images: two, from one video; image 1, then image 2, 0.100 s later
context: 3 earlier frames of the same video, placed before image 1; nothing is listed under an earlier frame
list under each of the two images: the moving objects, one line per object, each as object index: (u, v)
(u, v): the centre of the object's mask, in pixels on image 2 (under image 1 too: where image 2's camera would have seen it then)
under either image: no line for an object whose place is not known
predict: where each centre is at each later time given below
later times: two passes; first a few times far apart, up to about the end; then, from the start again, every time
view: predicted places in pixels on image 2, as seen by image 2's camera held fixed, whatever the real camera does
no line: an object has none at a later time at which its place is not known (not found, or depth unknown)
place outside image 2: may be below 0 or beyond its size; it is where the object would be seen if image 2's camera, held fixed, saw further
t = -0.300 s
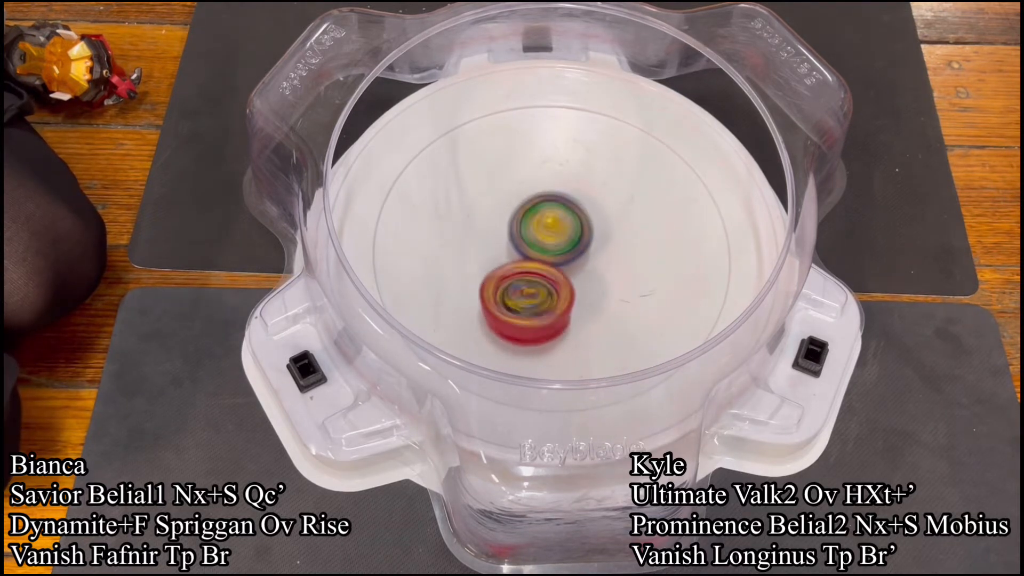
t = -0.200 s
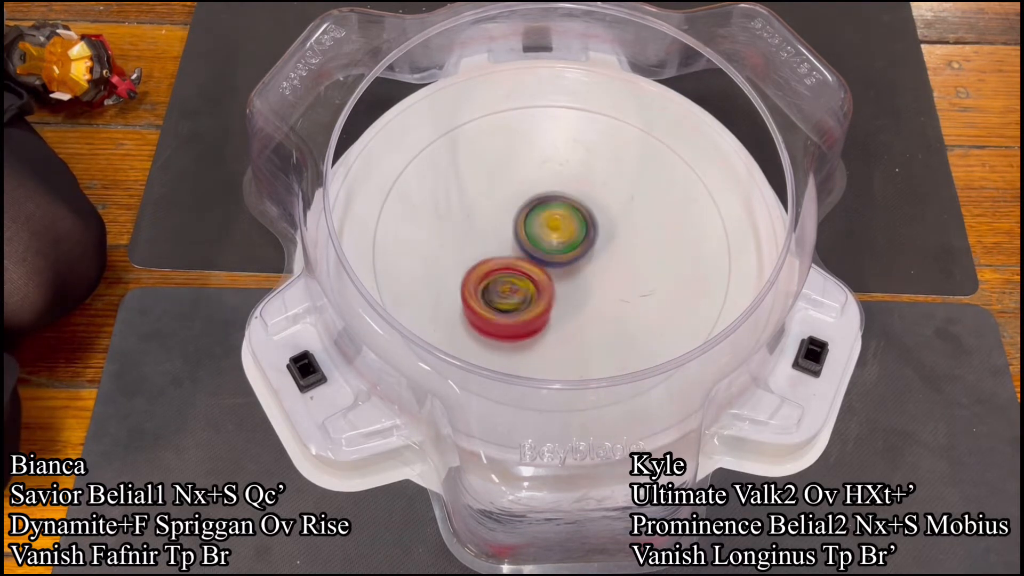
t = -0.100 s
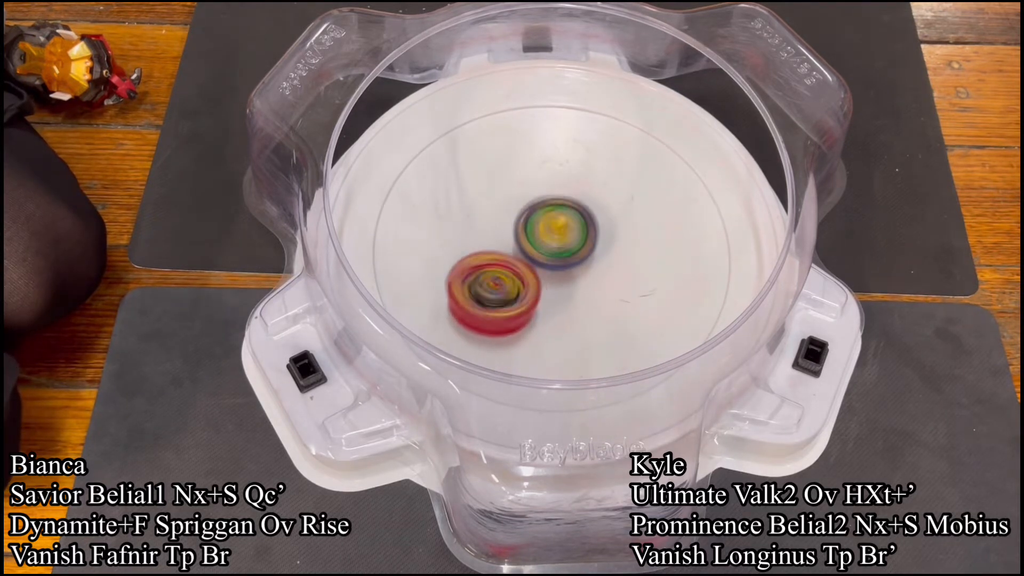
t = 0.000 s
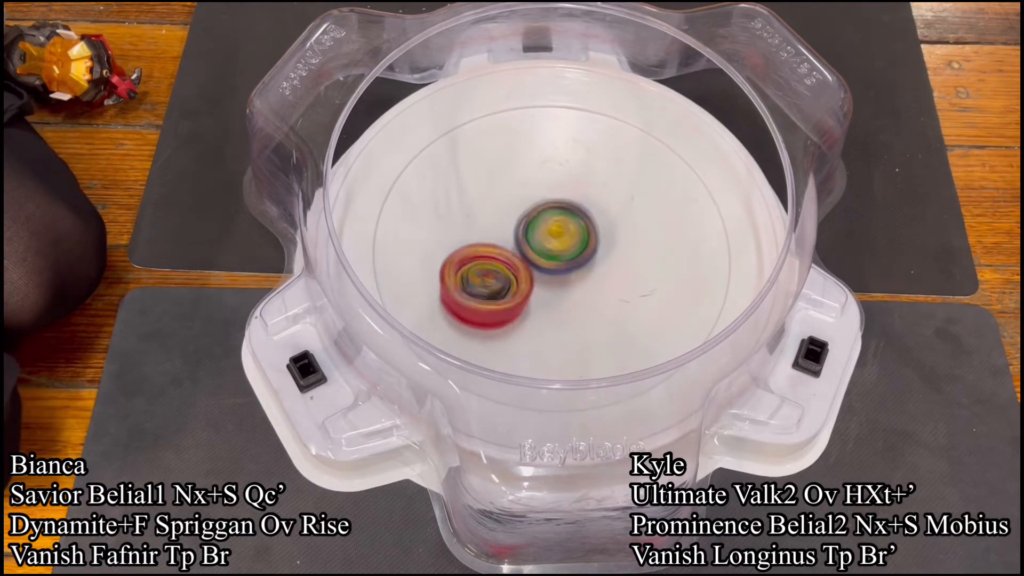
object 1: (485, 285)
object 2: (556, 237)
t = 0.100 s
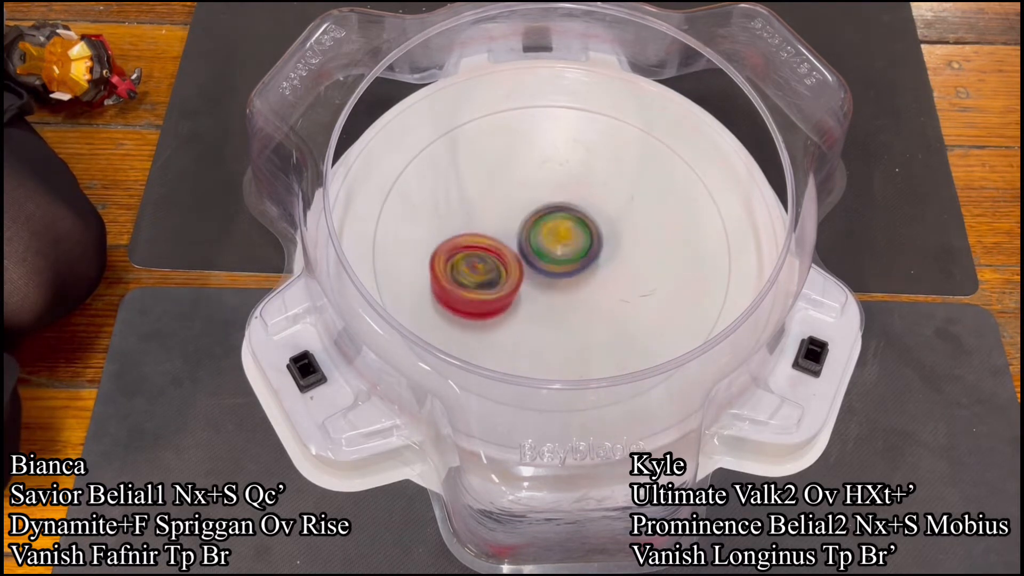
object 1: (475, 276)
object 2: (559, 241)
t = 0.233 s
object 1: (459, 263)
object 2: (568, 247)
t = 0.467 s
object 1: (465, 243)
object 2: (567, 260)
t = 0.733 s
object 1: (470, 204)
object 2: (561, 267)
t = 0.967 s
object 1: (492, 187)
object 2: (554, 262)
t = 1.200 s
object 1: (528, 168)
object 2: (555, 257)
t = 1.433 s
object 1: (553, 168)
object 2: (558, 252)
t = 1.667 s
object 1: (582, 171)
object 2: (554, 262)
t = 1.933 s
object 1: (609, 179)
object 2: (533, 267)
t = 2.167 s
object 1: (613, 215)
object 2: (529, 252)
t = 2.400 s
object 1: (642, 249)
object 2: (532, 239)
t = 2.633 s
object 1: (635, 267)
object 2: (549, 237)
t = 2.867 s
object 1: (621, 287)
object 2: (545, 232)
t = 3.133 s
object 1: (589, 307)
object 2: (540, 223)
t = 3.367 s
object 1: (558, 308)
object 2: (543, 225)
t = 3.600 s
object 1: (523, 300)
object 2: (547, 223)
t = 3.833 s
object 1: (495, 281)
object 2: (557, 228)
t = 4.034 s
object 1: (480, 263)
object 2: (565, 235)
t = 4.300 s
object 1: (470, 238)
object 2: (577, 246)
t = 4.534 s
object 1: (483, 221)
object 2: (572, 256)
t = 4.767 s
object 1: (494, 203)
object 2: (579, 267)
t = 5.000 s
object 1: (517, 189)
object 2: (577, 274)
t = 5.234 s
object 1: (541, 183)
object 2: (568, 280)
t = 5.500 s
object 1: (566, 187)
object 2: (556, 274)
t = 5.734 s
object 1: (585, 187)
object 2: (544, 276)
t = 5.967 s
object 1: (594, 201)
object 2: (535, 264)
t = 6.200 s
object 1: (604, 215)
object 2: (523, 254)
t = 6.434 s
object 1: (611, 233)
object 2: (516, 245)
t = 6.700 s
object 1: (608, 252)
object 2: (514, 235)
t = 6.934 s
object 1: (599, 269)
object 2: (520, 229)
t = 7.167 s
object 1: (589, 283)
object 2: (527, 221)
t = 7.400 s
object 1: (570, 290)
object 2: (536, 213)
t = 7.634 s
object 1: (550, 290)
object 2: (548, 211)
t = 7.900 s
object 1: (527, 285)
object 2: (562, 213)
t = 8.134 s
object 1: (513, 275)
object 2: (571, 218)
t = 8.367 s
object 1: (502, 263)
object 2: (581, 225)
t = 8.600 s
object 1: (498, 252)
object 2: (584, 234)
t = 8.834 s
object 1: (497, 240)
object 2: (588, 245)
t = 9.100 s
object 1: (504, 228)
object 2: (591, 256)
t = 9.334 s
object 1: (510, 218)
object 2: (588, 266)
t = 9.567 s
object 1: (518, 210)
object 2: (582, 271)
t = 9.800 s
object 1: (521, 199)
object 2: (579, 281)
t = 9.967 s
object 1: (530, 202)
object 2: (568, 276)
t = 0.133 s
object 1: (469, 273)
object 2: (562, 242)
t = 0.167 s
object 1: (465, 270)
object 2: (565, 243)
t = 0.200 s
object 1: (461, 266)
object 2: (567, 245)
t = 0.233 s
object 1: (459, 263)
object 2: (568, 247)
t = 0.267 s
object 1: (458, 261)
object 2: (569, 249)
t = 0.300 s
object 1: (457, 258)
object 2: (570, 252)
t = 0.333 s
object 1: (458, 255)
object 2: (570, 254)
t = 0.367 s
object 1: (459, 252)
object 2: (570, 256)
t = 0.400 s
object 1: (461, 249)
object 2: (569, 258)
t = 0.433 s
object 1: (463, 246)
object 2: (569, 259)
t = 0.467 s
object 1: (465, 243)
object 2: (567, 260)
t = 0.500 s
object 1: (467, 239)
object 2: (565, 261)
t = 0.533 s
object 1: (469, 235)
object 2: (563, 262)
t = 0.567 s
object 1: (472, 232)
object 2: (560, 262)
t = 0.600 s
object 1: (474, 227)
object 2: (559, 262)
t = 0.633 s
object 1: (470, 220)
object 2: (562, 264)
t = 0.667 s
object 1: (469, 214)
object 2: (563, 266)
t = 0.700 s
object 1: (469, 208)
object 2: (562, 266)
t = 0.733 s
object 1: (470, 204)
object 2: (561, 267)
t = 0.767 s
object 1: (471, 200)
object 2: (560, 267)
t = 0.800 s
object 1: (474, 197)
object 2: (559, 267)
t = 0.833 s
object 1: (476, 194)
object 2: (558, 266)
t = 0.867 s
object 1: (479, 191)
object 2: (557, 266)
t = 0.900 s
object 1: (483, 189)
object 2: (556, 265)
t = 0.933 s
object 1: (487, 187)
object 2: (555, 263)
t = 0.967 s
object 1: (492, 187)
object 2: (554, 262)
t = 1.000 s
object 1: (498, 186)
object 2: (553, 260)
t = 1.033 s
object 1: (503, 186)
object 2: (552, 259)
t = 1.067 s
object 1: (509, 184)
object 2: (552, 257)
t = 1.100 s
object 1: (514, 180)
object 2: (554, 259)
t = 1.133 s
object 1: (518, 175)
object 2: (554, 259)
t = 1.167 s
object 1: (522, 171)
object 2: (555, 258)
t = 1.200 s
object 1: (528, 168)
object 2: (555, 257)
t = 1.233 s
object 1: (531, 167)
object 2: (556, 256)
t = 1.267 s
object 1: (535, 166)
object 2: (556, 255)
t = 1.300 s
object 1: (539, 165)
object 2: (556, 254)
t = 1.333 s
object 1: (542, 164)
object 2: (557, 253)
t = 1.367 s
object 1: (546, 165)
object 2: (557, 252)
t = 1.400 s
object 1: (549, 167)
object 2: (557, 251)
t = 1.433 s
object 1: (553, 168)
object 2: (558, 252)
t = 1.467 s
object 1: (557, 167)
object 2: (558, 254)
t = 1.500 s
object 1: (561, 167)
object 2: (558, 255)
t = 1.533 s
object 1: (565, 169)
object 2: (558, 255)
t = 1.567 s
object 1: (568, 170)
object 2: (557, 255)
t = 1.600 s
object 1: (572, 173)
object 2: (557, 255)
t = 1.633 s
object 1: (576, 174)
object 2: (557, 257)
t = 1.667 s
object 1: (582, 171)
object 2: (554, 262)
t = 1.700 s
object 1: (587, 169)
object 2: (551, 264)
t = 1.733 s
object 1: (592, 168)
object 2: (549, 266)
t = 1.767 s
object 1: (596, 168)
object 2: (546, 267)
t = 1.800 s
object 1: (600, 169)
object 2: (543, 268)
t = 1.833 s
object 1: (603, 170)
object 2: (541, 268)
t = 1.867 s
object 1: (606, 173)
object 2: (538, 268)
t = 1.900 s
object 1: (608, 176)
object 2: (535, 268)
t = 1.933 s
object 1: (609, 179)
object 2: (533, 267)
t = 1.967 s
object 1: (609, 184)
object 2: (531, 265)
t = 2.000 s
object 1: (610, 189)
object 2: (530, 264)
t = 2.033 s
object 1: (610, 193)
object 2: (528, 261)
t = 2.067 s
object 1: (611, 198)
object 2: (527, 259)
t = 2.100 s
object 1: (612, 204)
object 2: (527, 256)
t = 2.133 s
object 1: (612, 209)
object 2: (528, 254)
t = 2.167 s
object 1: (613, 215)
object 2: (529, 252)
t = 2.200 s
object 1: (616, 221)
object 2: (529, 250)
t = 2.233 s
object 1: (618, 227)
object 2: (530, 248)
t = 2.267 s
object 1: (625, 233)
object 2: (529, 246)
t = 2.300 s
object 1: (630, 237)
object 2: (529, 244)
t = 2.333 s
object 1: (635, 242)
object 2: (530, 242)
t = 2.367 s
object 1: (640, 246)
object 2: (530, 241)
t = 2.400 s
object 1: (642, 249)
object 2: (532, 239)
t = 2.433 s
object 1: (643, 252)
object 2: (534, 238)
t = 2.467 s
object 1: (644, 255)
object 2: (537, 237)
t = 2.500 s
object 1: (643, 257)
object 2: (540, 237)
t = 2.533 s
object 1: (641, 259)
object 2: (542, 236)
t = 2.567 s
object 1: (640, 262)
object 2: (545, 237)
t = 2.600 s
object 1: (637, 264)
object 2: (548, 237)
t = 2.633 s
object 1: (635, 267)
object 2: (549, 237)
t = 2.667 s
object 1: (634, 270)
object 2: (549, 237)
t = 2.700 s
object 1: (634, 274)
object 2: (547, 235)
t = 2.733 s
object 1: (634, 277)
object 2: (546, 234)
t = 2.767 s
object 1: (632, 280)
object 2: (545, 234)
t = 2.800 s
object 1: (629, 283)
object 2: (545, 233)
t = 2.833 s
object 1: (626, 285)
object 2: (545, 233)
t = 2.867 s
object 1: (621, 287)
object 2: (545, 232)
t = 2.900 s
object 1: (617, 289)
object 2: (546, 233)
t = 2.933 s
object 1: (612, 290)
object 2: (545, 232)
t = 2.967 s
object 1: (606, 292)
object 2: (545, 232)
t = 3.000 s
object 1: (601, 294)
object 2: (544, 231)
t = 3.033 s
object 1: (599, 300)
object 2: (541, 227)
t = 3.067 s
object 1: (596, 303)
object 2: (541, 225)
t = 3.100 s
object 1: (593, 305)
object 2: (540, 224)
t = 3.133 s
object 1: (589, 307)
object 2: (540, 223)
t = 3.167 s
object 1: (585, 308)
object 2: (541, 223)
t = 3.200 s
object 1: (581, 309)
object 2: (541, 223)
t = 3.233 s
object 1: (576, 310)
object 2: (541, 222)
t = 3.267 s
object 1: (571, 310)
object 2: (541, 223)
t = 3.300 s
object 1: (567, 310)
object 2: (542, 223)
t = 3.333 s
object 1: (562, 309)
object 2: (543, 224)
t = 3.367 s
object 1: (558, 308)
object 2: (543, 225)
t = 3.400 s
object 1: (553, 307)
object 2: (544, 226)
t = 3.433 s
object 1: (547, 304)
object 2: (544, 227)
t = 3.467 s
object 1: (542, 305)
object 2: (544, 226)
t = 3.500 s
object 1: (537, 305)
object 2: (544, 224)
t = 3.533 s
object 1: (532, 304)
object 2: (546, 223)
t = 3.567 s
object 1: (528, 302)
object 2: (547, 223)
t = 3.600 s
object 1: (523, 300)
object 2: (547, 223)
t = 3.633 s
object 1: (518, 297)
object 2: (549, 223)
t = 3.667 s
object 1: (514, 294)
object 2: (550, 223)
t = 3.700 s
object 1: (510, 291)
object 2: (551, 224)
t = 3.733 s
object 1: (505, 289)
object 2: (553, 225)
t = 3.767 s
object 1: (501, 287)
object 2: (553, 226)
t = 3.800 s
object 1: (499, 284)
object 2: (555, 226)
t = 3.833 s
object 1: (495, 281)
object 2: (557, 228)
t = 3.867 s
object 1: (491, 279)
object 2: (559, 228)
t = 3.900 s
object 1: (489, 276)
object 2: (560, 229)
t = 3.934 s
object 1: (486, 273)
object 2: (562, 231)
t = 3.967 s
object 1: (485, 270)
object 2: (563, 232)
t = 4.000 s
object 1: (483, 267)
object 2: (563, 234)
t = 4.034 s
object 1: (480, 263)
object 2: (565, 235)
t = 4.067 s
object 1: (479, 260)
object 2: (566, 236)
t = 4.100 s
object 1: (479, 256)
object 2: (566, 238)
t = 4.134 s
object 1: (478, 252)
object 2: (566, 239)
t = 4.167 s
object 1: (474, 249)
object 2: (569, 240)
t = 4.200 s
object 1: (471, 246)
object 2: (573, 241)
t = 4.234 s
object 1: (470, 243)
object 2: (574, 242)
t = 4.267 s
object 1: (469, 241)
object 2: (576, 244)
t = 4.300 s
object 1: (470, 238)
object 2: (577, 246)
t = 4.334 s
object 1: (470, 235)
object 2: (577, 248)
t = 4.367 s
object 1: (471, 232)
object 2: (578, 250)
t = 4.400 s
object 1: (472, 229)
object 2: (577, 251)
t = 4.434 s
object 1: (474, 227)
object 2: (576, 253)
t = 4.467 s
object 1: (476, 224)
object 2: (575, 254)
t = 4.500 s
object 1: (479, 223)
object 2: (575, 255)
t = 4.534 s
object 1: (483, 221)
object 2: (572, 256)
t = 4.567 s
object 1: (487, 219)
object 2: (571, 257)
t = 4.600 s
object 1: (487, 215)
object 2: (574, 259)
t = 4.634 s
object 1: (484, 210)
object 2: (580, 261)
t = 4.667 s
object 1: (485, 209)
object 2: (581, 263)
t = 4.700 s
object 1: (488, 206)
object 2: (581, 264)
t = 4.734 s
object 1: (491, 205)
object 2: (580, 265)
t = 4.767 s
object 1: (494, 203)
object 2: (579, 267)
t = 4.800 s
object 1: (497, 202)
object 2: (578, 267)
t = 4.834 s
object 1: (501, 201)
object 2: (577, 268)
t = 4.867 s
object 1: (504, 201)
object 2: (575, 267)
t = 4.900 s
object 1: (509, 200)
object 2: (573, 267)
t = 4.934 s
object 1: (513, 200)
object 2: (571, 266)
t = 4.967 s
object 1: (516, 196)
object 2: (573, 269)
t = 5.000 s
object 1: (517, 189)
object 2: (577, 274)
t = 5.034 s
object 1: (520, 186)
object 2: (577, 276)
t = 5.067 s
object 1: (523, 184)
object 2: (577, 278)
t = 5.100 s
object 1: (525, 183)
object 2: (575, 279)
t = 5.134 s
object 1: (529, 183)
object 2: (573, 280)
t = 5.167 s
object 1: (533, 183)
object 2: (572, 280)
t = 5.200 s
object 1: (537, 183)
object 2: (570, 280)
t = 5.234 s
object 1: (541, 183)
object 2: (568, 280)
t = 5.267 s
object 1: (544, 184)
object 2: (566, 279)
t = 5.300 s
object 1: (547, 185)
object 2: (564, 277)
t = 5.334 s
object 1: (551, 186)
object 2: (562, 276)
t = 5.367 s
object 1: (554, 188)
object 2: (561, 274)
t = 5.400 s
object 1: (557, 189)
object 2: (558, 272)
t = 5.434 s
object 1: (561, 187)
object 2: (558, 274)
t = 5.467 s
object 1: (563, 186)
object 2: (557, 274)
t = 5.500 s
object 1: (566, 187)
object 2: (556, 274)
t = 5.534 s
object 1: (568, 190)
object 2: (554, 273)
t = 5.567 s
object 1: (572, 191)
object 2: (553, 272)
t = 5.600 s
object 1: (576, 188)
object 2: (551, 275)
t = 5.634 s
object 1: (578, 186)
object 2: (550, 277)
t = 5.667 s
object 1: (581, 186)
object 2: (548, 277)
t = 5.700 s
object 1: (583, 187)
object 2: (546, 277)
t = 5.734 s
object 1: (585, 187)
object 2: (544, 276)
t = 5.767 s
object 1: (587, 189)
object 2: (542, 275)
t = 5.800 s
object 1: (588, 191)
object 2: (540, 273)
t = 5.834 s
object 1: (590, 193)
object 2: (539, 271)
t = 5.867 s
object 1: (590, 195)
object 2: (538, 269)
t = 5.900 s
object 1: (591, 198)
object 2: (537, 267)
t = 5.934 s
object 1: (591, 201)
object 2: (537, 264)
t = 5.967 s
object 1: (594, 201)
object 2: (535, 264)
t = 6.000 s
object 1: (596, 203)
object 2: (533, 263)
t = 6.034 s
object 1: (597, 205)
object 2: (530, 261)
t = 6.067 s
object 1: (599, 207)
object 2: (530, 259)
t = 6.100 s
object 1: (600, 209)
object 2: (528, 258)
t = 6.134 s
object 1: (601, 211)
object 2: (527, 257)
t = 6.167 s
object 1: (604, 212)
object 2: (524, 256)
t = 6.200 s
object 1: (604, 215)
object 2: (523, 254)
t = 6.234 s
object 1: (606, 217)
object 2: (522, 253)
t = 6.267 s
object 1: (607, 219)
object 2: (521, 252)
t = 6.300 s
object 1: (608, 222)
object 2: (520, 250)
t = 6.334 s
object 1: (608, 224)
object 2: (520, 249)
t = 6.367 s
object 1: (608, 227)
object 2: (520, 247)
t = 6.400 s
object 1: (608, 230)
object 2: (518, 246)
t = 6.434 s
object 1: (611, 233)
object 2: (516, 245)
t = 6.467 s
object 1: (610, 235)
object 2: (515, 244)
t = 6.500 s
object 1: (610, 237)
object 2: (515, 242)
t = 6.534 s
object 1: (610, 240)
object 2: (515, 241)
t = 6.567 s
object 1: (609, 242)
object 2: (515, 240)
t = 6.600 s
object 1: (608, 244)
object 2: (516, 239)
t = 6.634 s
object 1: (608, 247)
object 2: (516, 238)
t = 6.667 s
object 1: (608, 250)
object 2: (515, 236)
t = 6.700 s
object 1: (608, 252)
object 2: (514, 235)
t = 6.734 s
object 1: (607, 255)
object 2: (515, 234)
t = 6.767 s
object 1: (606, 257)
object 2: (515, 233)
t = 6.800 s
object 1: (604, 260)
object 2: (516, 232)
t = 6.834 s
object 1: (605, 262)
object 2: (516, 231)
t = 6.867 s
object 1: (603, 264)
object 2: (517, 230)
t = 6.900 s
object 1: (601, 266)
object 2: (518, 230)
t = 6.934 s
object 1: (599, 269)
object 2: (520, 229)
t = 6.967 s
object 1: (600, 273)
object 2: (519, 226)
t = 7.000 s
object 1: (599, 275)
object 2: (519, 224)
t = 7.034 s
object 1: (598, 277)
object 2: (520, 223)
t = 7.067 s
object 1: (596, 278)
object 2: (521, 222)
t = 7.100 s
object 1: (594, 280)
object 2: (523, 221)
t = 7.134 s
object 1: (591, 281)
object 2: (524, 221)
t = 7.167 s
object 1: (589, 283)
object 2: (527, 221)
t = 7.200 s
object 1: (586, 283)
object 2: (528, 221)
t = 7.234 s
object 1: (583, 284)
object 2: (530, 220)
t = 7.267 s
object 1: (581, 288)
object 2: (529, 216)
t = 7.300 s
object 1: (578, 289)
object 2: (531, 215)
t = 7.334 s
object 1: (576, 290)
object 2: (532, 214)
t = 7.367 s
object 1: (573, 290)
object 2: (534, 214)
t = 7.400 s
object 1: (570, 290)
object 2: (536, 213)
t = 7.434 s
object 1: (567, 291)
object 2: (538, 213)
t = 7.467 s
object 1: (564, 291)
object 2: (541, 214)
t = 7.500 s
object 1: (561, 290)
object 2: (542, 214)
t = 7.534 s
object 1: (558, 290)
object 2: (544, 214)
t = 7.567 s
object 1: (555, 290)
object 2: (545, 212)
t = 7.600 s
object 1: (551, 290)
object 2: (547, 211)
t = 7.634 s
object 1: (550, 290)
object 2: (548, 211)
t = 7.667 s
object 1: (546, 289)
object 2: (550, 212)
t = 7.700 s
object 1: (543, 288)
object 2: (552, 212)
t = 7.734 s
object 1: (540, 288)
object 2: (553, 211)
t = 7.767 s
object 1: (537, 287)
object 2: (556, 212)
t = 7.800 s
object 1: (535, 286)
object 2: (558, 212)
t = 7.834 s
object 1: (531, 286)
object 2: (559, 212)
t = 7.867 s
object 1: (529, 285)
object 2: (561, 212)
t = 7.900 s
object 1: (527, 285)
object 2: (562, 213)
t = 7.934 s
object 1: (526, 283)
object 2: (564, 214)
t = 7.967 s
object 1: (524, 281)
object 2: (565, 215)
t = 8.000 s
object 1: (521, 280)
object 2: (566, 215)
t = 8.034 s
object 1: (519, 279)
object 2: (567, 215)
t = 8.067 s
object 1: (516, 278)
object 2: (569, 216)
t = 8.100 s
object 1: (515, 276)
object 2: (571, 217)
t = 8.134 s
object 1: (513, 275)
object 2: (571, 218)
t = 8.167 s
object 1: (511, 273)
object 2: (572, 219)
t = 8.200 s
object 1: (509, 272)
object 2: (574, 219)
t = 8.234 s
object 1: (507, 270)
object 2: (576, 219)
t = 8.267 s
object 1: (506, 269)
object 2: (578, 221)
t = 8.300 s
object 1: (505, 267)
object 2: (578, 222)
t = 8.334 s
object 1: (505, 265)
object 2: (578, 224)
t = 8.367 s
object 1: (502, 263)
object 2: (581, 225)
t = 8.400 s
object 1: (502, 263)
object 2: (582, 226)
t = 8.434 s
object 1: (501, 261)
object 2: (582, 228)
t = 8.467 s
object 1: (500, 259)
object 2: (582, 229)
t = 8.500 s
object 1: (500, 256)
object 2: (583, 230)
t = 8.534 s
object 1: (498, 255)
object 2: (584, 231)
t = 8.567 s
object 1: (498, 253)
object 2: (584, 233)
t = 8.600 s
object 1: (498, 252)
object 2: (584, 234)
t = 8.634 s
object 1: (498, 250)
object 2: (585, 236)
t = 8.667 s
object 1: (495, 248)
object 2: (587, 237)
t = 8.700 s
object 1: (496, 247)
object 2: (587, 238)
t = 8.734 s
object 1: (496, 245)
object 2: (587, 240)
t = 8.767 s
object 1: (496, 243)
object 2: (588, 241)
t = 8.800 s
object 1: (497, 241)
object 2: (588, 243)
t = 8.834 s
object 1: (497, 240)
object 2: (588, 245)
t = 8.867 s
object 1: (496, 238)
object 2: (590, 246)
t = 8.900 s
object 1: (496, 237)
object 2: (591, 247)
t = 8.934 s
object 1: (497, 235)
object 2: (592, 249)
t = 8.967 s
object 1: (499, 234)
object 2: (591, 250)
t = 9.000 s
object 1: (501, 233)
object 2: (591, 251)
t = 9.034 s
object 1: (501, 231)
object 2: (591, 253)
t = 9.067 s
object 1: (503, 230)
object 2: (591, 254)
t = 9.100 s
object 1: (504, 228)
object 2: (591, 256)
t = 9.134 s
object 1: (502, 225)
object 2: (592, 258)
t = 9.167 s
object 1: (504, 224)
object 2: (593, 260)
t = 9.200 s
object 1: (504, 223)
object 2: (592, 261)
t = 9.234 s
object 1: (506, 222)
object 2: (591, 263)
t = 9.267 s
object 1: (507, 220)
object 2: (590, 263)
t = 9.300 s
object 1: (509, 220)
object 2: (588, 264)
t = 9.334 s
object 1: (510, 218)
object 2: (588, 266)
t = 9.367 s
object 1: (511, 217)
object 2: (586, 266)
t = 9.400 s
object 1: (511, 215)
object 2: (587, 268)
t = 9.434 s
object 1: (512, 213)
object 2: (588, 269)
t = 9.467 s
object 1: (513, 212)
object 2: (587, 270)
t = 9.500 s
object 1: (514, 211)
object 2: (585, 270)
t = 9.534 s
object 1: (516, 211)
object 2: (584, 271)
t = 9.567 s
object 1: (518, 210)
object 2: (582, 271)
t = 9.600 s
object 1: (519, 210)
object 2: (580, 271)
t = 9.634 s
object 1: (519, 206)
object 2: (583, 275)
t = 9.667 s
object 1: (518, 202)
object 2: (585, 278)
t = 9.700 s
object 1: (518, 201)
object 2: (583, 280)
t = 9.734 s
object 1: (519, 200)
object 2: (582, 280)
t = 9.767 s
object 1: (520, 199)
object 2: (581, 281)
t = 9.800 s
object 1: (521, 199)
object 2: (579, 281)
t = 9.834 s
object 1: (523, 199)
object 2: (576, 280)
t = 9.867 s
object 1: (525, 199)
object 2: (575, 279)
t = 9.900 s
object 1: (526, 200)
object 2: (572, 279)
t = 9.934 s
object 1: (528, 201)
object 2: (569, 277)
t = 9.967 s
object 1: (530, 202)
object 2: (568, 276)
